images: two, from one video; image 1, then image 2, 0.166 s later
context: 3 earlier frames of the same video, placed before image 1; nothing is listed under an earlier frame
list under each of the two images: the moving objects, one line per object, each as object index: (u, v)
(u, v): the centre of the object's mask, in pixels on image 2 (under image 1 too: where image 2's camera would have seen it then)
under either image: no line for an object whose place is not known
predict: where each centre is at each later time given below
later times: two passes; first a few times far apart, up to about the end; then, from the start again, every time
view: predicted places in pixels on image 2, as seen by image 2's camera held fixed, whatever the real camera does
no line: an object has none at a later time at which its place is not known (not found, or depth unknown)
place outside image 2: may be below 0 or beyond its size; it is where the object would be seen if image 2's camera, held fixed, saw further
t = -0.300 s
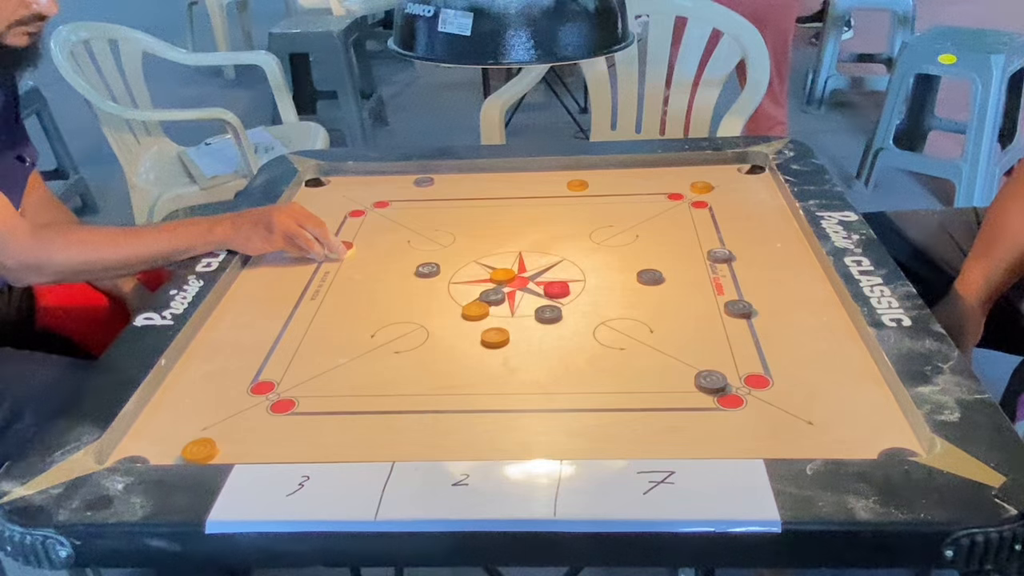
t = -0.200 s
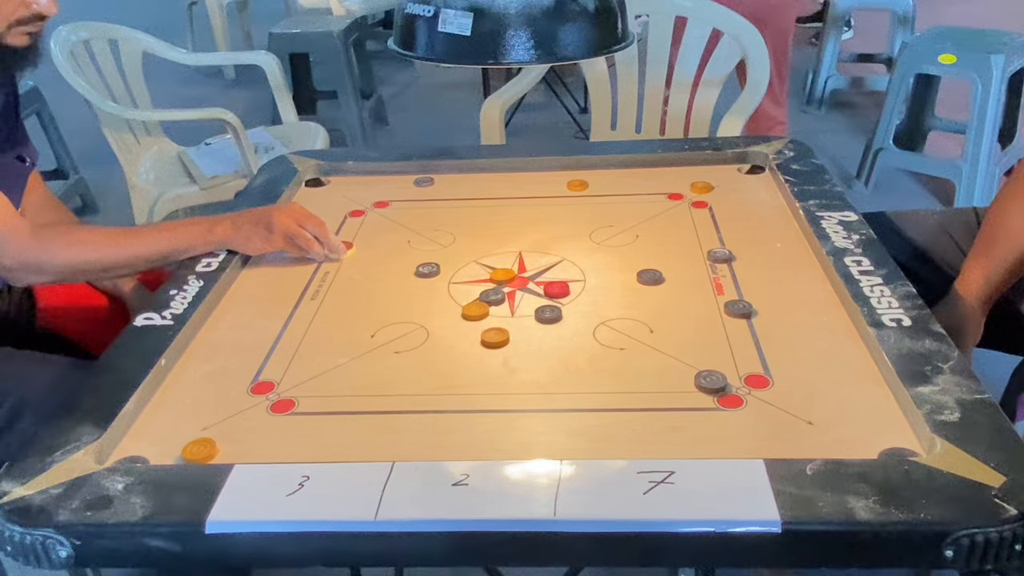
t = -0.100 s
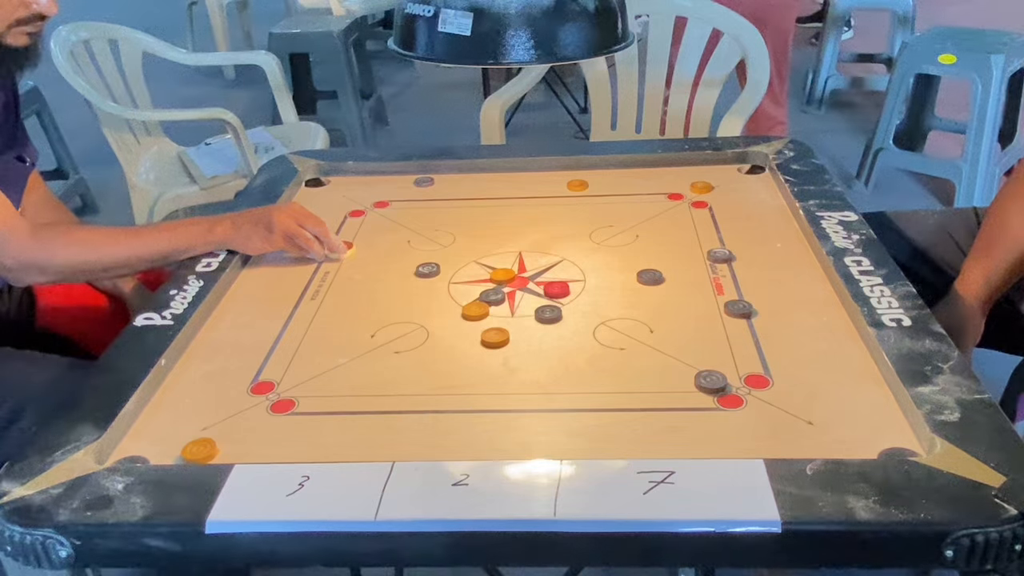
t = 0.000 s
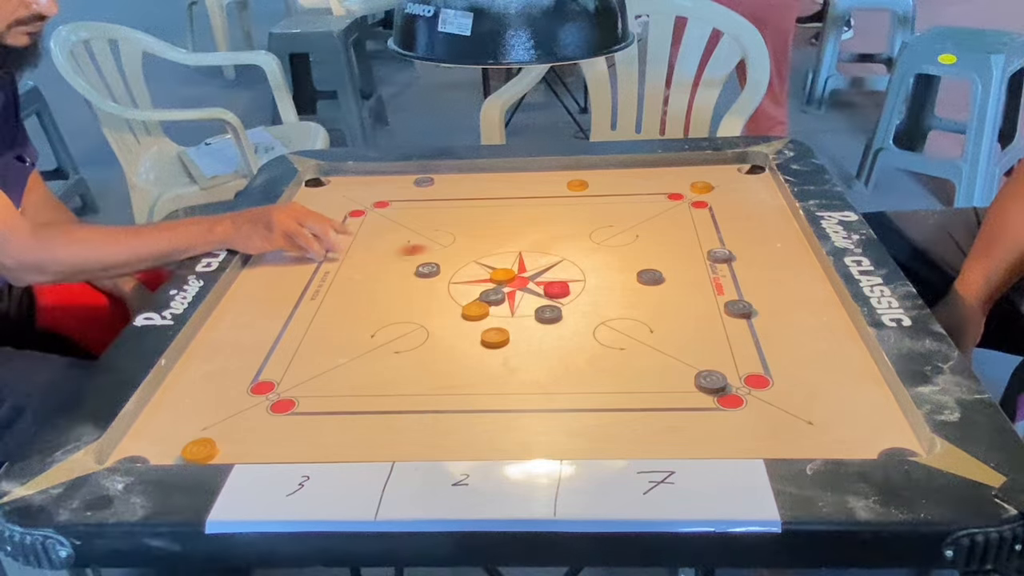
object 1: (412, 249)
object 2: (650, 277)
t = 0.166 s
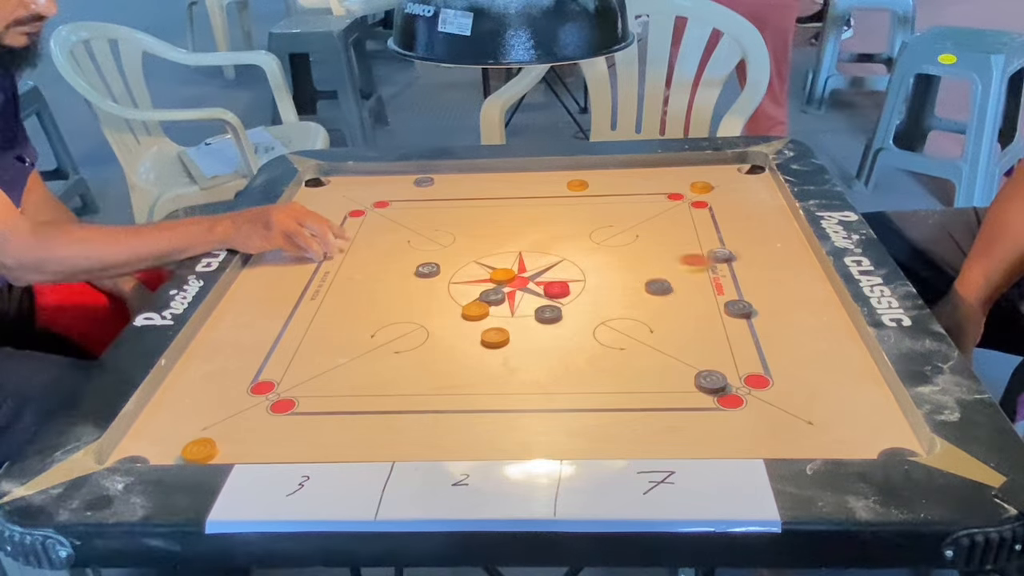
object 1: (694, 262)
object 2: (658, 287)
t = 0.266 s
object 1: (789, 271)
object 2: (684, 317)
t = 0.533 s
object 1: (658, 296)
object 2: (736, 370)
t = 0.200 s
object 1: (726, 266)
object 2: (667, 297)
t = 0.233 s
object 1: (758, 269)
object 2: (676, 307)
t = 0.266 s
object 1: (789, 271)
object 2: (684, 317)
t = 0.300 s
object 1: (800, 275)
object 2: (692, 327)
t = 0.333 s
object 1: (778, 278)
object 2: (700, 336)
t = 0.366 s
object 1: (756, 281)
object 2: (707, 344)
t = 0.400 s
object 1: (732, 285)
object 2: (714, 353)
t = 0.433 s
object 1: (715, 287)
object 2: (720, 360)
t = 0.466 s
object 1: (695, 290)
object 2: (726, 365)
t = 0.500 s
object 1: (676, 293)
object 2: (732, 368)
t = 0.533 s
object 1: (658, 296)
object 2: (736, 370)
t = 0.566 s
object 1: (642, 298)
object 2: (740, 371)
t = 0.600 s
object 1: (626, 300)
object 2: (741, 372)
